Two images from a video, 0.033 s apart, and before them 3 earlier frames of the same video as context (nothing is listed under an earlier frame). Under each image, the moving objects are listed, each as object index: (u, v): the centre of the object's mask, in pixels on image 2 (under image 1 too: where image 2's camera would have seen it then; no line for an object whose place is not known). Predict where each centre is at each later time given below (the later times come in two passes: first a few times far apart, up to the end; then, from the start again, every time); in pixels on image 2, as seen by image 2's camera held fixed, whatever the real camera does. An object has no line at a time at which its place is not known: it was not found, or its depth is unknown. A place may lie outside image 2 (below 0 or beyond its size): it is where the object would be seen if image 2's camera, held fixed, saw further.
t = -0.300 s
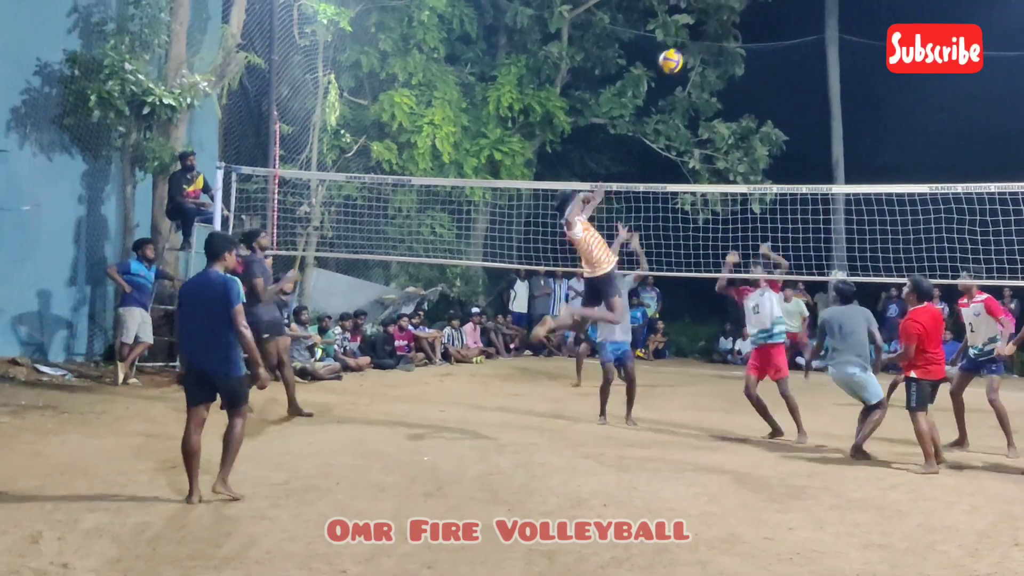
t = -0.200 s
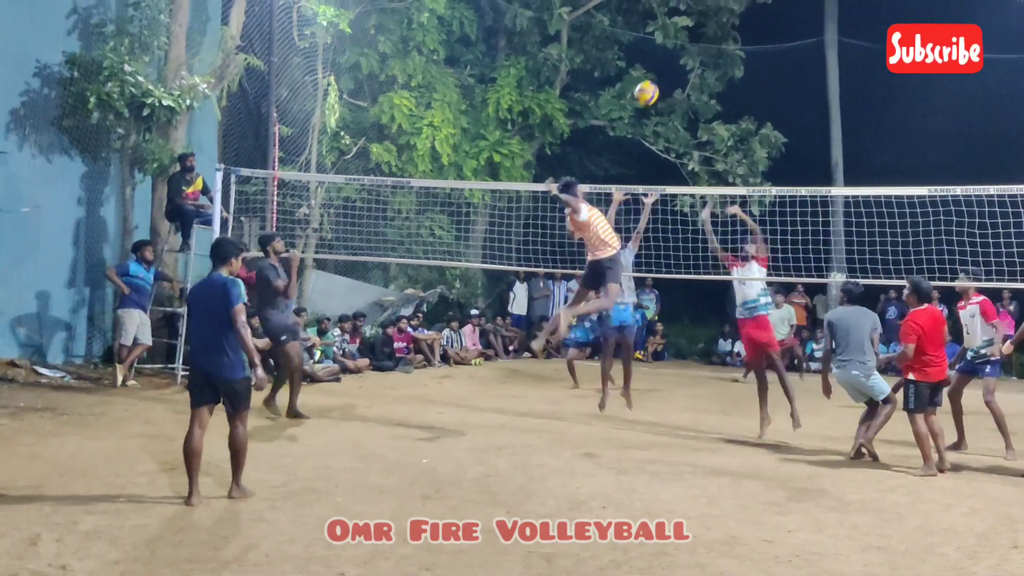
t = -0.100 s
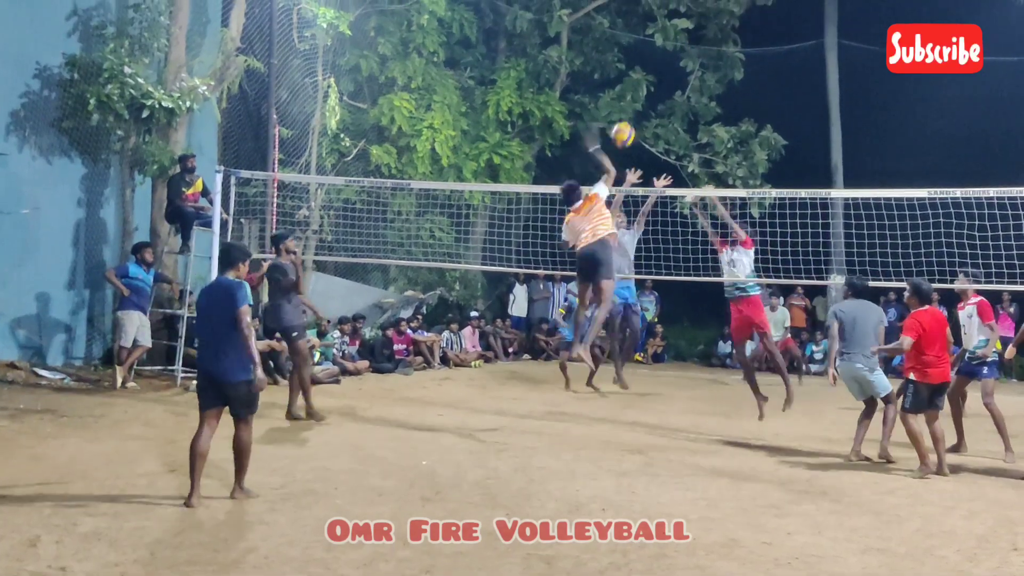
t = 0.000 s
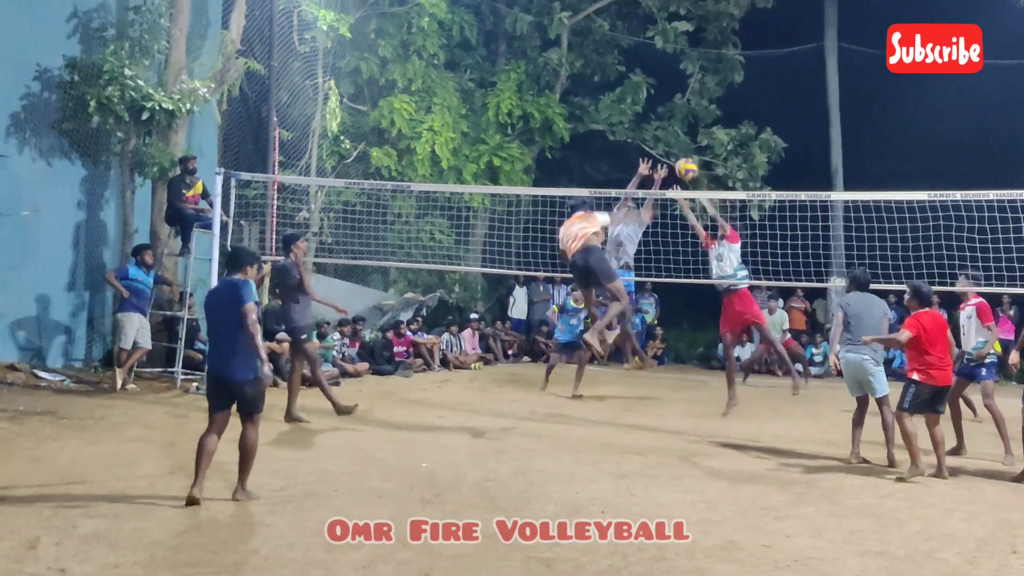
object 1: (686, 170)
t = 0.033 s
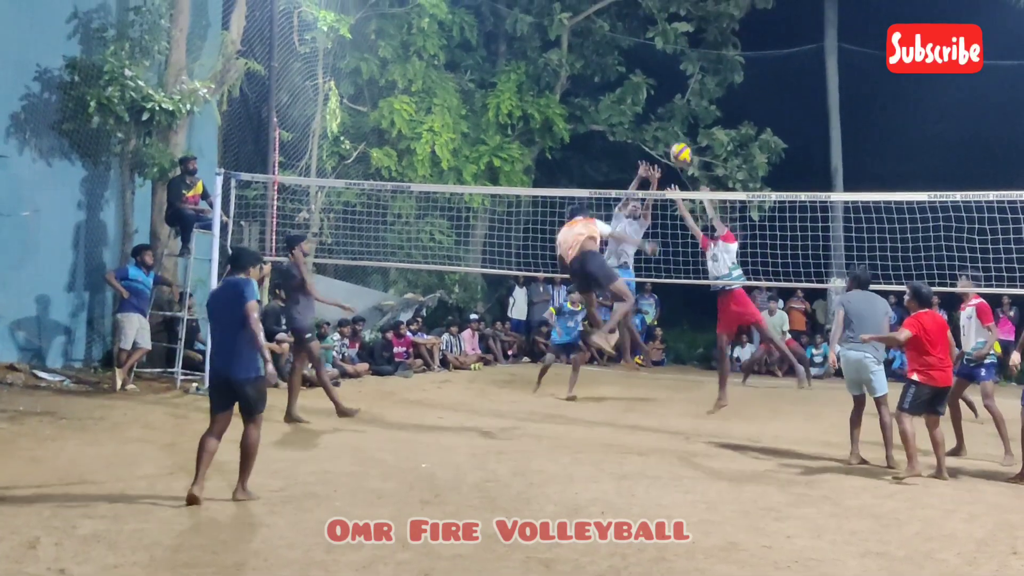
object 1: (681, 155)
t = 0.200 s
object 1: (656, 94)
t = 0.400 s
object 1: (626, 58)
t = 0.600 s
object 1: (595, 58)
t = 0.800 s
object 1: (564, 91)
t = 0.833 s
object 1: (558, 99)
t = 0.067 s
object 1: (676, 139)
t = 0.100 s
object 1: (671, 126)
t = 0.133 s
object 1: (666, 114)
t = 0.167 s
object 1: (661, 104)
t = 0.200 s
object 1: (656, 94)
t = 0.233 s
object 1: (651, 85)
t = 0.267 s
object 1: (647, 78)
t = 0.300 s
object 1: (641, 71)
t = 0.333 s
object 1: (636, 66)
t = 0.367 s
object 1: (631, 62)
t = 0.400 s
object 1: (626, 58)
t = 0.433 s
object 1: (621, 56)
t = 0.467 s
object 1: (615, 55)
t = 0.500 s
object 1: (610, 55)
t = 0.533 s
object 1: (605, 55)
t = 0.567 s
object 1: (600, 57)
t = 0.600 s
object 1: (595, 58)
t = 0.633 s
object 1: (590, 62)
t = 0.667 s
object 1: (584, 67)
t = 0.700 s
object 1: (579, 71)
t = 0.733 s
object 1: (574, 77)
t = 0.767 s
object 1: (569, 83)
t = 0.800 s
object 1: (564, 91)
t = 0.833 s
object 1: (558, 99)
